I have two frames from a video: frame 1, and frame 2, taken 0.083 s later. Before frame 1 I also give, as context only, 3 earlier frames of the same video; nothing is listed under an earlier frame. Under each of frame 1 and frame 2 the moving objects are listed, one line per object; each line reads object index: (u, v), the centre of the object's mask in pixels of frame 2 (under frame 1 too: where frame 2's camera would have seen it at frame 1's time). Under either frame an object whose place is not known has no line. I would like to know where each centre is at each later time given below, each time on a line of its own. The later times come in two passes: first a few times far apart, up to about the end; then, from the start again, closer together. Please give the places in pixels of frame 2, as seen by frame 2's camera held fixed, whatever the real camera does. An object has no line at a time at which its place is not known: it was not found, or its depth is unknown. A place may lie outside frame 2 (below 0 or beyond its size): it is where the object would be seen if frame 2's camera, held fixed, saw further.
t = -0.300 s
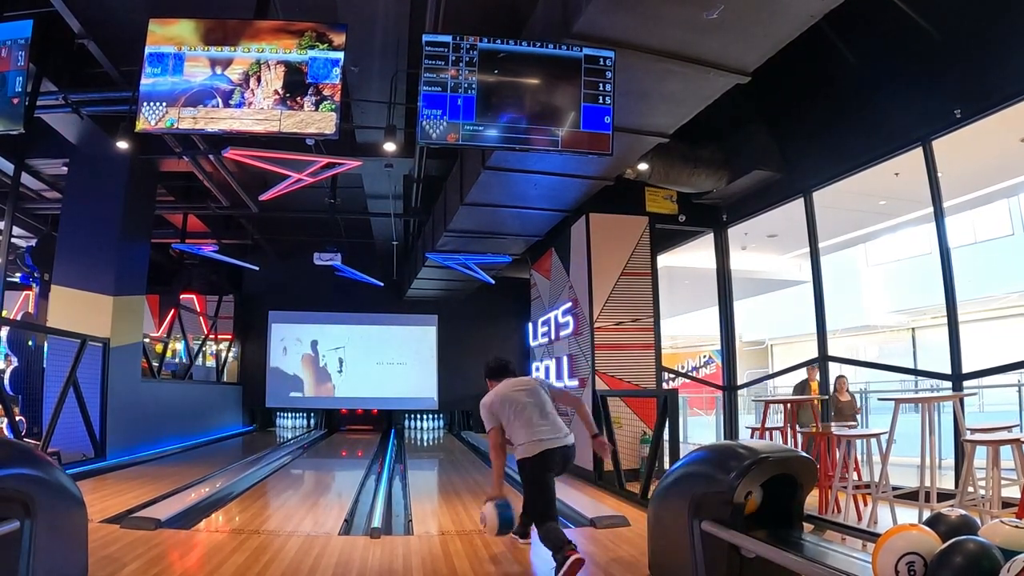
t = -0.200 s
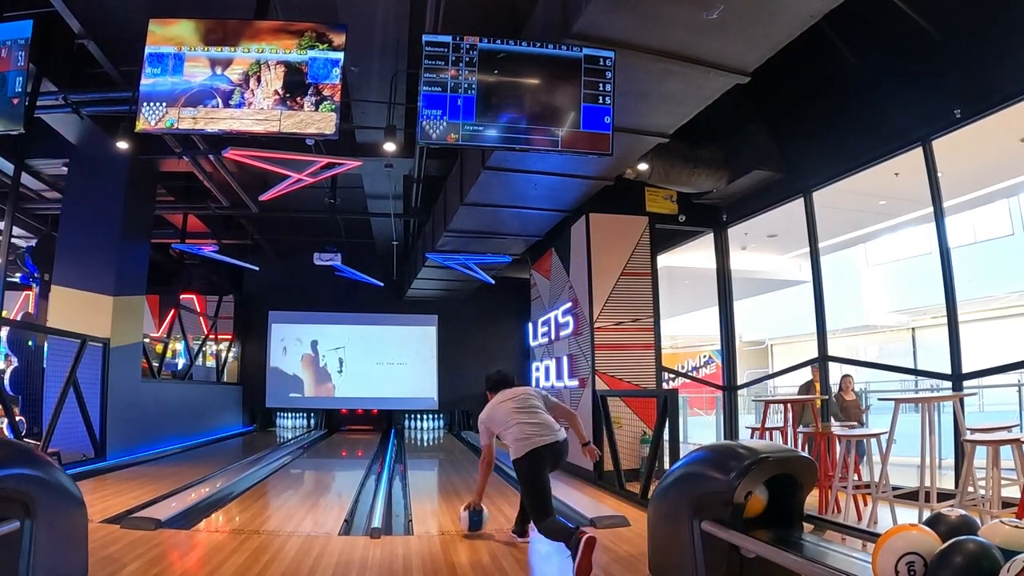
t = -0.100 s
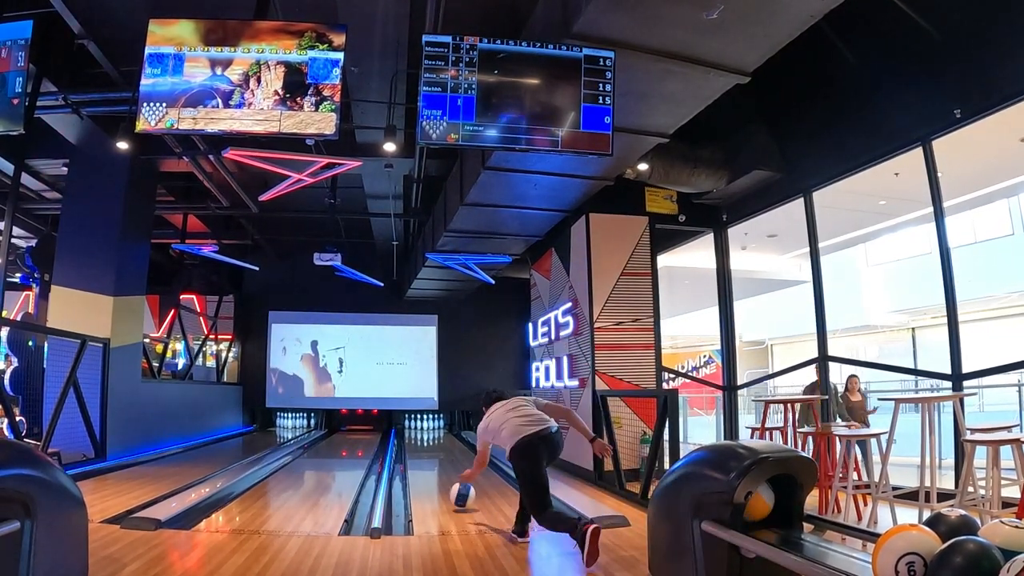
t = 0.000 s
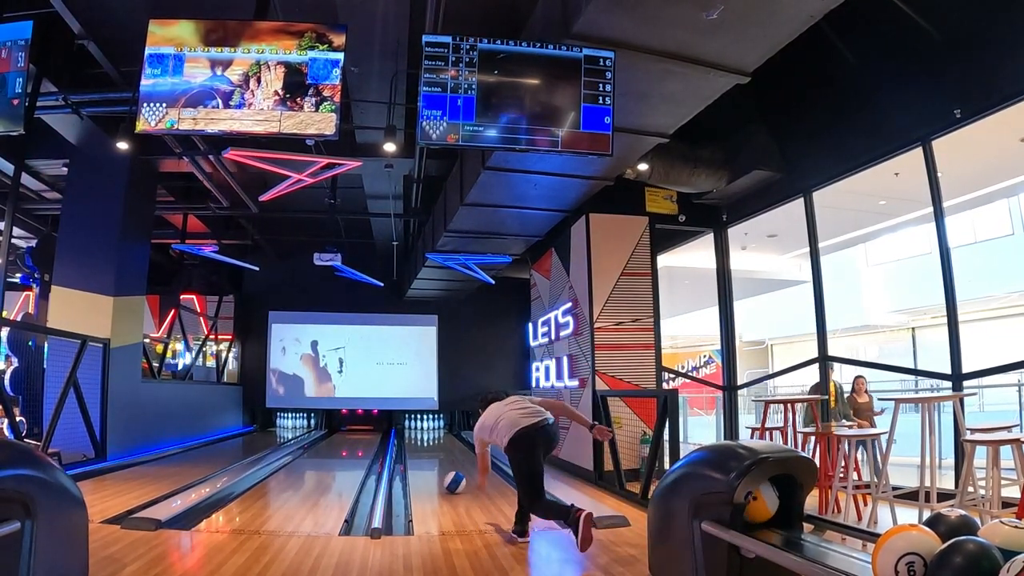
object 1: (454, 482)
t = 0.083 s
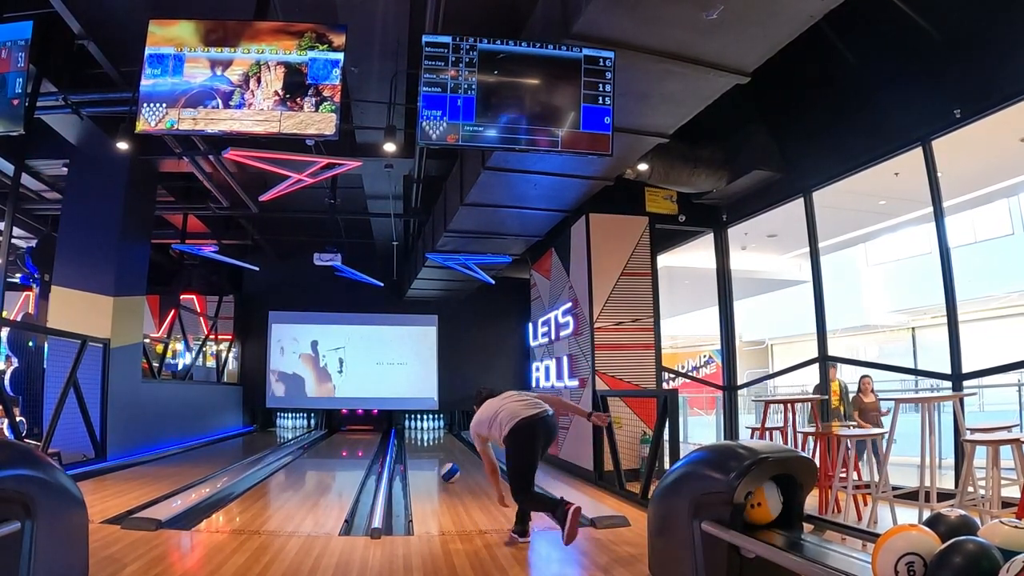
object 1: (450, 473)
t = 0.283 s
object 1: (441, 456)
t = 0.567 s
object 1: (434, 442)
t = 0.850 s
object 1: (431, 433)
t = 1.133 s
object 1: (429, 426)
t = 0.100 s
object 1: (449, 471)
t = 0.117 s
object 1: (448, 469)
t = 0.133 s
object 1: (447, 468)
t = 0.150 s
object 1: (447, 466)
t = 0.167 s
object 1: (446, 465)
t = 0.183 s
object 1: (445, 463)
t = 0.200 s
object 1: (444, 462)
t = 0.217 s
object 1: (444, 461)
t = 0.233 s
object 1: (443, 459)
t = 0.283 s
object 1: (441, 456)
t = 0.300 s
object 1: (441, 455)
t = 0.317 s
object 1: (440, 454)
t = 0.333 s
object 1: (440, 453)
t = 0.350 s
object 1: (440, 452)
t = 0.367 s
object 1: (439, 451)
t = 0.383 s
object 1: (439, 450)
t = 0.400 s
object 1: (439, 449)
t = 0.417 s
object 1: (438, 448)
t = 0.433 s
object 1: (438, 448)
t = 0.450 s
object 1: (437, 447)
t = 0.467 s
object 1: (436, 446)
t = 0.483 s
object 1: (435, 446)
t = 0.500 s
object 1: (435, 445)
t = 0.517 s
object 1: (435, 444)
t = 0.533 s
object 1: (435, 443)
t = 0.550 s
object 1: (434, 442)
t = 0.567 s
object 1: (434, 442)
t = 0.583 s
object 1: (434, 442)
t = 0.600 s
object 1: (434, 441)
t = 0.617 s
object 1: (434, 440)
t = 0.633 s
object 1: (434, 439)
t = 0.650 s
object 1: (434, 439)
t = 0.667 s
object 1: (434, 438)
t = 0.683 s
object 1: (433, 438)
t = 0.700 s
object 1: (433, 438)
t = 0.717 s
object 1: (433, 438)
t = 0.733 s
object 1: (433, 437)
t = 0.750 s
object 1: (432, 436)
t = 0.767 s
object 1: (432, 435)
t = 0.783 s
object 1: (432, 434)
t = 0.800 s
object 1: (432, 434)
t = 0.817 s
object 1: (432, 434)
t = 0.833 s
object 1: (432, 433)
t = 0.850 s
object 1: (431, 433)
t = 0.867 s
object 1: (431, 432)
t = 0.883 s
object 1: (431, 432)
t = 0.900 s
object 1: (431, 432)
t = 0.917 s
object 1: (430, 431)
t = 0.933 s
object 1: (430, 431)
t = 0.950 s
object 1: (429, 431)
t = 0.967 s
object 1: (430, 430)
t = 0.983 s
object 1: (429, 430)
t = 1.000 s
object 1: (429, 429)
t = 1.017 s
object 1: (429, 429)
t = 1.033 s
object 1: (429, 429)
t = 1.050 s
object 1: (429, 429)
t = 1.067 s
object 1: (429, 429)
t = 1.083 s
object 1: (429, 428)
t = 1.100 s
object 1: (429, 428)
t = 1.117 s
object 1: (429, 427)
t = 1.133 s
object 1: (429, 426)
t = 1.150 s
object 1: (428, 426)
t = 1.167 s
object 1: (428, 427)
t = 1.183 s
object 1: (428, 426)
